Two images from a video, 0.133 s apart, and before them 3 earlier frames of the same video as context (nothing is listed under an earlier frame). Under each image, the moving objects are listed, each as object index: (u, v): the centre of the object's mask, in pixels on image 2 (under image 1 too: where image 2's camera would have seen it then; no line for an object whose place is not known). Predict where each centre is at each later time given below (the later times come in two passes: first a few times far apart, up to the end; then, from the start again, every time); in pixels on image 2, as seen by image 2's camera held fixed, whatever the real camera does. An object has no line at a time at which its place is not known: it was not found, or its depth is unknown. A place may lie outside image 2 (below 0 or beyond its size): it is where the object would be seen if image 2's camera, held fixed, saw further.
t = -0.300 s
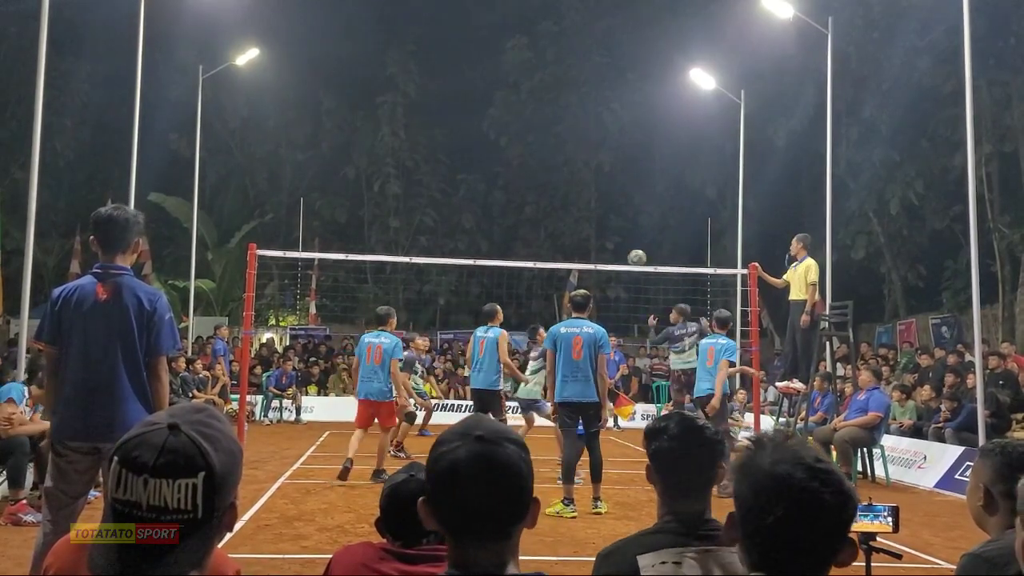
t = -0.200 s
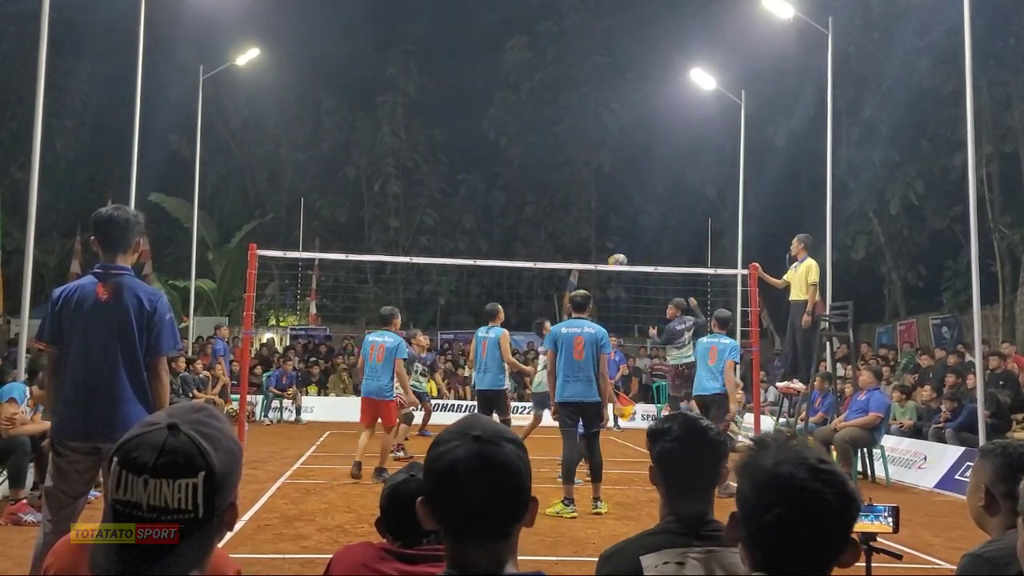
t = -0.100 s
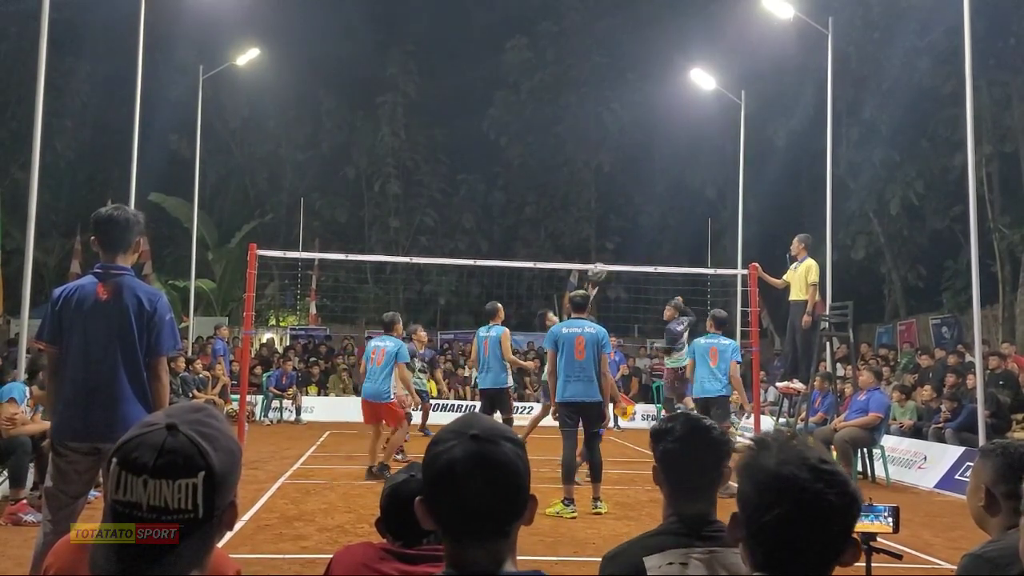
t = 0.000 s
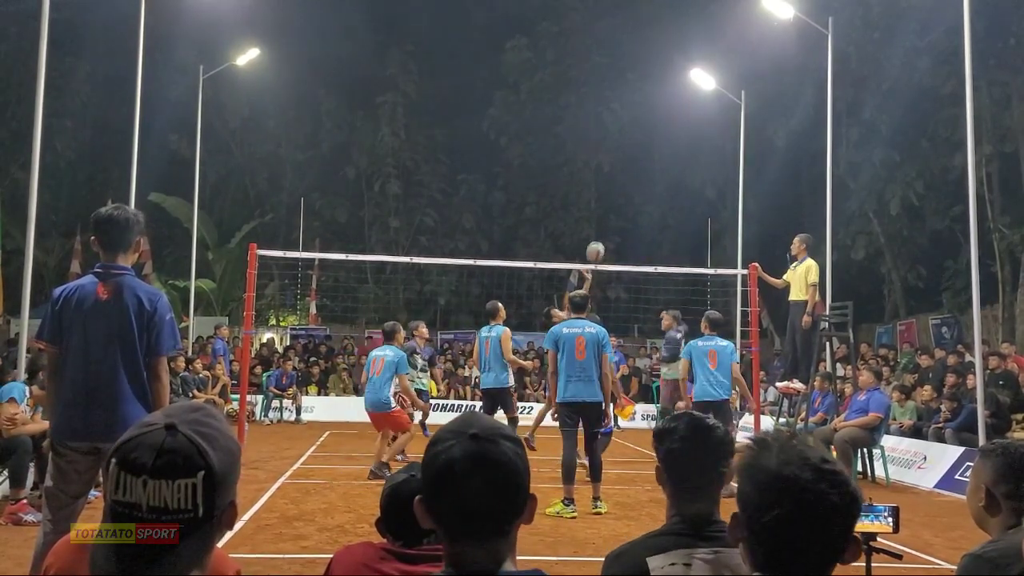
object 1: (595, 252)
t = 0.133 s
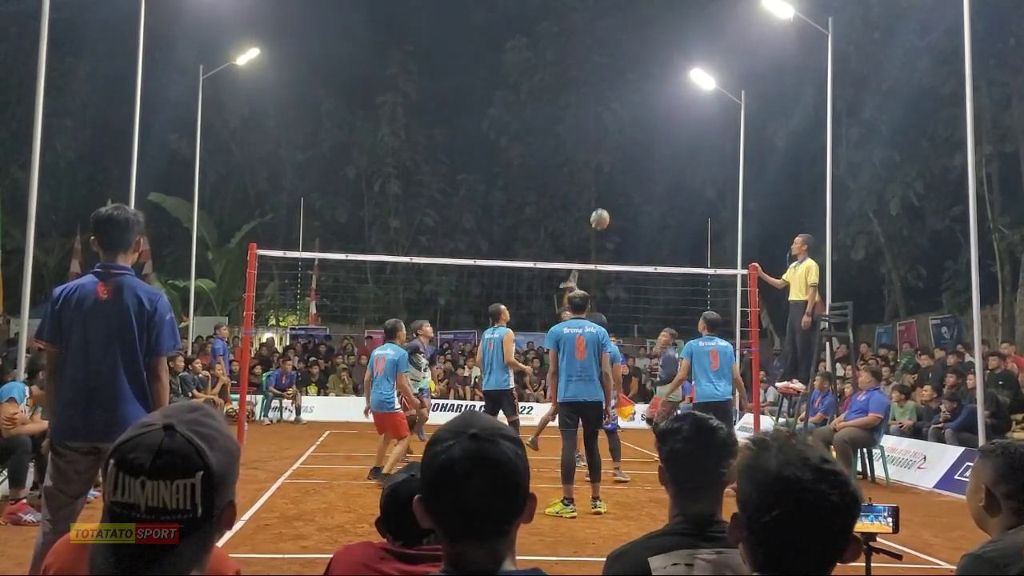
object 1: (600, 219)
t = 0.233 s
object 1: (604, 205)
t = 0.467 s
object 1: (615, 204)
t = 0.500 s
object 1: (617, 208)
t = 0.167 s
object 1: (601, 213)
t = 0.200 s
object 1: (602, 209)
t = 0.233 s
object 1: (604, 205)
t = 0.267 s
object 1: (605, 201)
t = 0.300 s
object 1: (607, 199)
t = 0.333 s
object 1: (609, 198)
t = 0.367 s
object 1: (610, 198)
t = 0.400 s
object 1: (612, 199)
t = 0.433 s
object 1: (613, 200)
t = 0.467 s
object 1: (615, 204)
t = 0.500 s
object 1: (617, 208)
